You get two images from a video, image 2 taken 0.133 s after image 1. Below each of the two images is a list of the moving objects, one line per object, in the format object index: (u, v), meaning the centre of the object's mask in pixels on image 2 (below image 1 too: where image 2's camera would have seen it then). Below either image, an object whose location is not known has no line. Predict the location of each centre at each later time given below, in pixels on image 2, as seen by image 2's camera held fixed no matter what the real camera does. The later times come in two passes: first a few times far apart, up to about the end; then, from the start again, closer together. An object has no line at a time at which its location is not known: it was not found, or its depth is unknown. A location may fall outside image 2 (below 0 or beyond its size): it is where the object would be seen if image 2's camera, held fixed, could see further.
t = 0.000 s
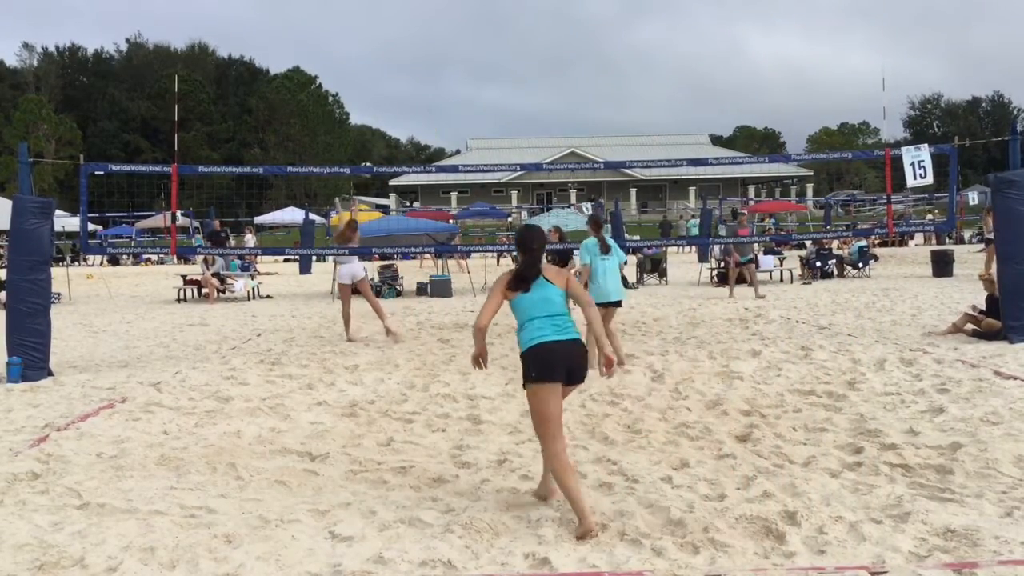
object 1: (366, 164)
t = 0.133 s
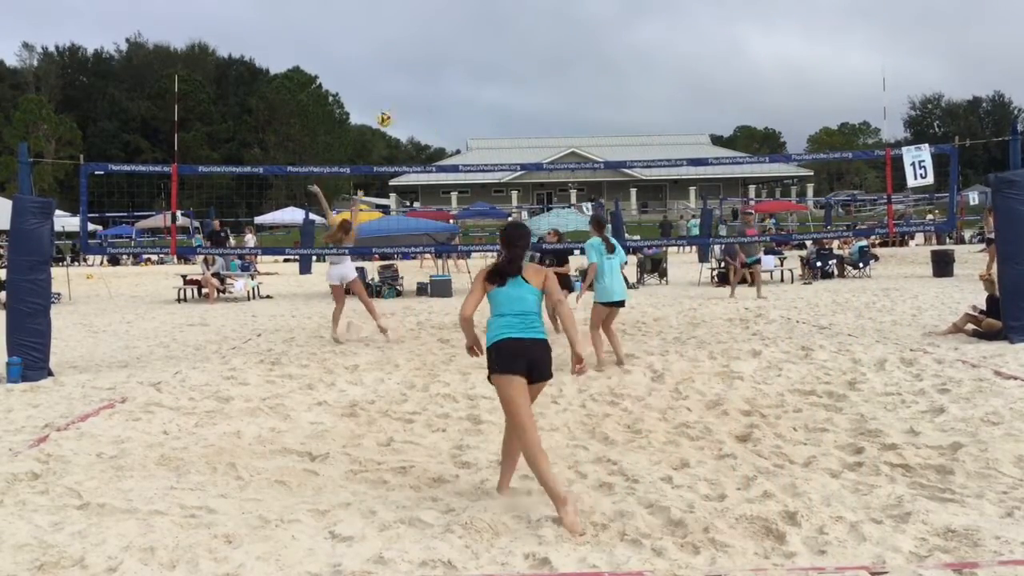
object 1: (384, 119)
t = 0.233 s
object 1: (397, 88)
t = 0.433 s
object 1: (425, 46)
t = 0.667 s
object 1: (457, 35)
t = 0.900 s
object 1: (492, 63)
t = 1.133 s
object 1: (526, 136)
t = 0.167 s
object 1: (388, 108)
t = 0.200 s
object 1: (393, 98)
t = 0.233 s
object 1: (397, 88)
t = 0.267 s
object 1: (401, 79)
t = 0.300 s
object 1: (406, 71)
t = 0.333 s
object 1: (410, 64)
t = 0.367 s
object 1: (415, 58)
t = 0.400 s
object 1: (419, 51)
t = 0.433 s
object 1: (425, 46)
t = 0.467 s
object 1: (429, 42)
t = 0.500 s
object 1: (433, 39)
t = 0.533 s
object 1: (438, 36)
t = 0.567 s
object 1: (443, 34)
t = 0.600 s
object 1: (447, 34)
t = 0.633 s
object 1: (453, 34)
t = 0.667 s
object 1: (457, 35)
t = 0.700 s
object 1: (462, 36)
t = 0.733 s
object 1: (467, 38)
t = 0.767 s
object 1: (472, 42)
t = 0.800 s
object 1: (476, 46)
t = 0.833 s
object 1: (482, 51)
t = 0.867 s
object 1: (487, 57)
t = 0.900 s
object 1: (492, 63)
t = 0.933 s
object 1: (497, 71)
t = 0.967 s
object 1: (502, 80)
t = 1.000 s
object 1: (507, 89)
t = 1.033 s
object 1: (512, 99)
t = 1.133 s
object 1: (526, 136)
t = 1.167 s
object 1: (531, 150)
